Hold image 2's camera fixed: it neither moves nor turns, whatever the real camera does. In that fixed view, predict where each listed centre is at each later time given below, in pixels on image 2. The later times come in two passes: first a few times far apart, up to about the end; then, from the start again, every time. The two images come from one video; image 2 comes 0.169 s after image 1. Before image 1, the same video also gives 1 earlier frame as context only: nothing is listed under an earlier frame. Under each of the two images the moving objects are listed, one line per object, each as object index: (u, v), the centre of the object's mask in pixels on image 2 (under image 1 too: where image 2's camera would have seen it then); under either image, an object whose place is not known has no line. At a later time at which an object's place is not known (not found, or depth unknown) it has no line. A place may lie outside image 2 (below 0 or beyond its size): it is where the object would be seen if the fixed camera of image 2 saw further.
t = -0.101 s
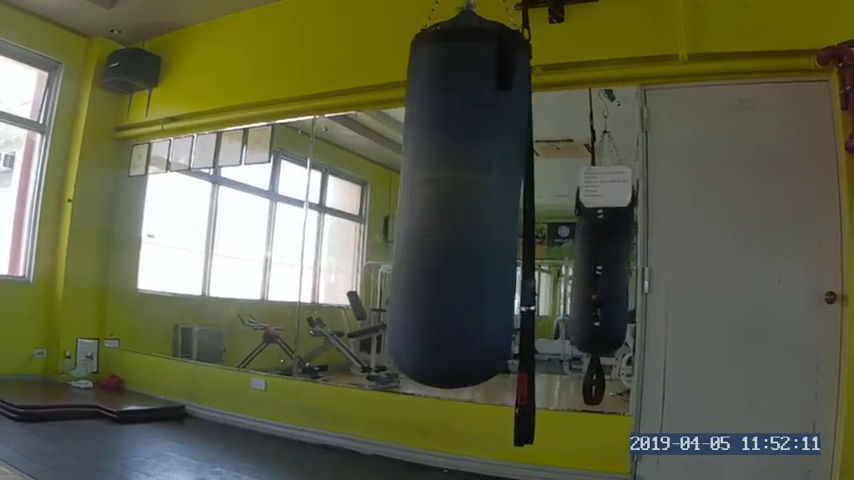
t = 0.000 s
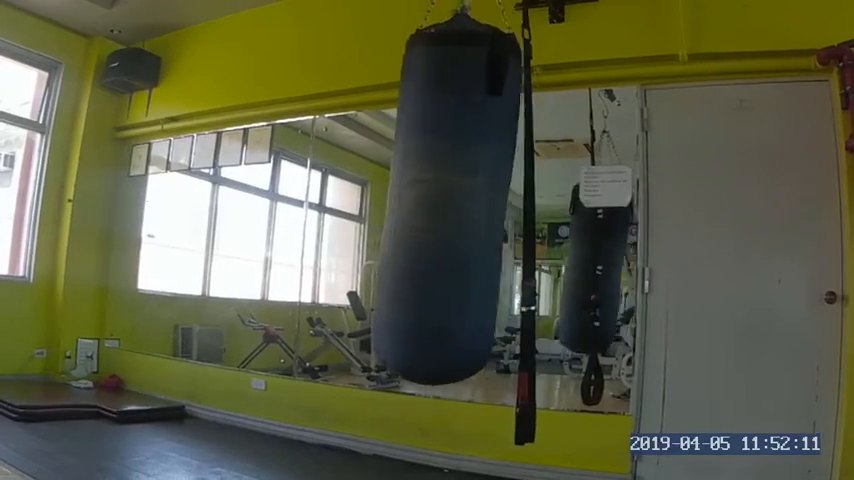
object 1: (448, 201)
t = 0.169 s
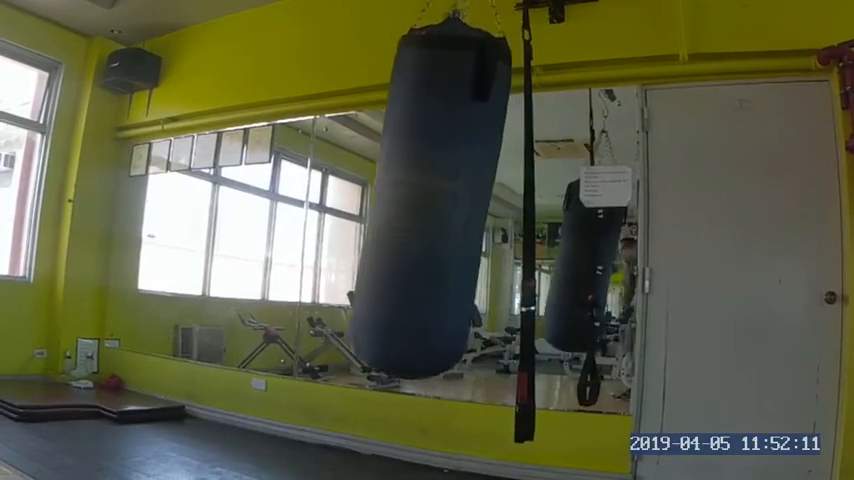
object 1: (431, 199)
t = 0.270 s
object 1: (424, 198)
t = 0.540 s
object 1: (419, 196)
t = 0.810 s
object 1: (435, 200)
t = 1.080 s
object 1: (466, 201)
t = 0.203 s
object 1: (428, 199)
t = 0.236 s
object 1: (426, 198)
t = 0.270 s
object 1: (424, 198)
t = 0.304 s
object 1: (422, 197)
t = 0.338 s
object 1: (421, 196)
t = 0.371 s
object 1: (420, 196)
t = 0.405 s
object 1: (419, 196)
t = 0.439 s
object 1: (419, 196)
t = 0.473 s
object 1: (419, 196)
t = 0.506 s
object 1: (419, 196)
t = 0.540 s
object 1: (419, 196)
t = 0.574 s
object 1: (420, 197)
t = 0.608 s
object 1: (421, 197)
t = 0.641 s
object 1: (422, 197)
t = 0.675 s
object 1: (424, 198)
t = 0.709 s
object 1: (426, 198)
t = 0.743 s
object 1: (429, 199)
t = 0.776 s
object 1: (431, 199)
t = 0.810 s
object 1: (435, 200)
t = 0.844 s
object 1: (438, 200)
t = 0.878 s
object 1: (441, 201)
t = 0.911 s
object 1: (446, 200)
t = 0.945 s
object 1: (450, 201)
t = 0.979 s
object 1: (454, 202)
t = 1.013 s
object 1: (458, 202)
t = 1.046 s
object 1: (462, 202)
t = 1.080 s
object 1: (466, 201)
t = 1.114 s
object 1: (470, 201)
